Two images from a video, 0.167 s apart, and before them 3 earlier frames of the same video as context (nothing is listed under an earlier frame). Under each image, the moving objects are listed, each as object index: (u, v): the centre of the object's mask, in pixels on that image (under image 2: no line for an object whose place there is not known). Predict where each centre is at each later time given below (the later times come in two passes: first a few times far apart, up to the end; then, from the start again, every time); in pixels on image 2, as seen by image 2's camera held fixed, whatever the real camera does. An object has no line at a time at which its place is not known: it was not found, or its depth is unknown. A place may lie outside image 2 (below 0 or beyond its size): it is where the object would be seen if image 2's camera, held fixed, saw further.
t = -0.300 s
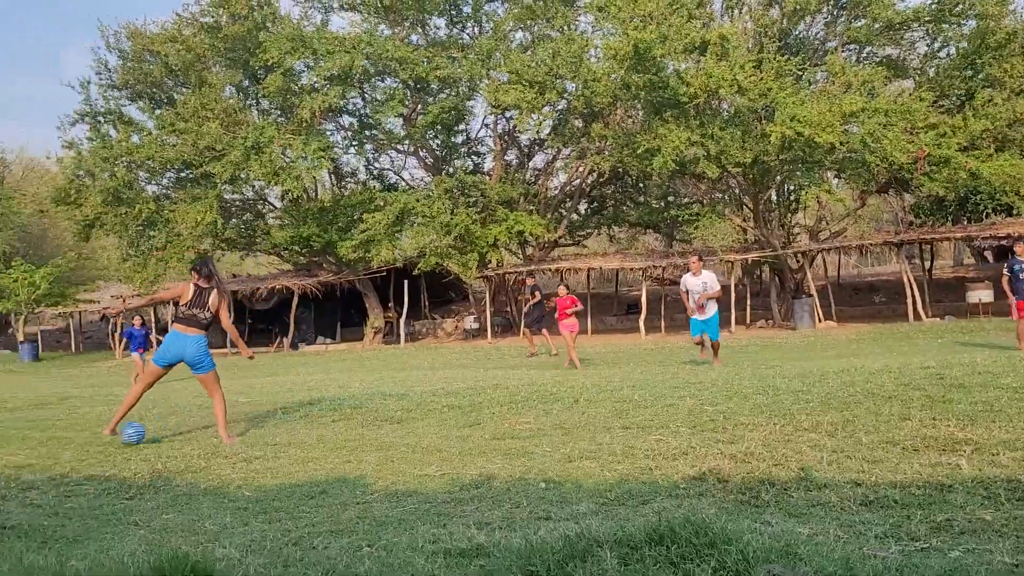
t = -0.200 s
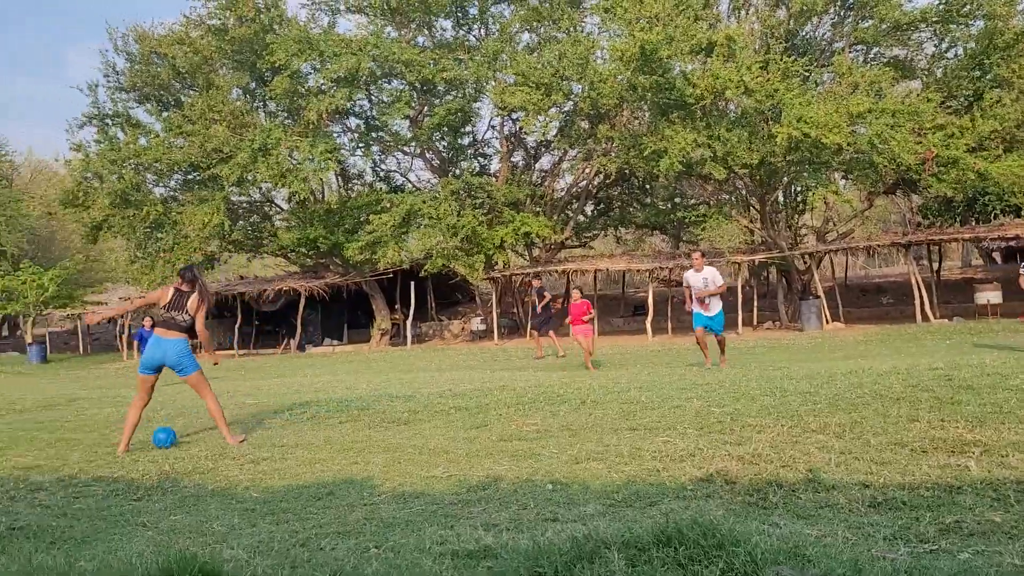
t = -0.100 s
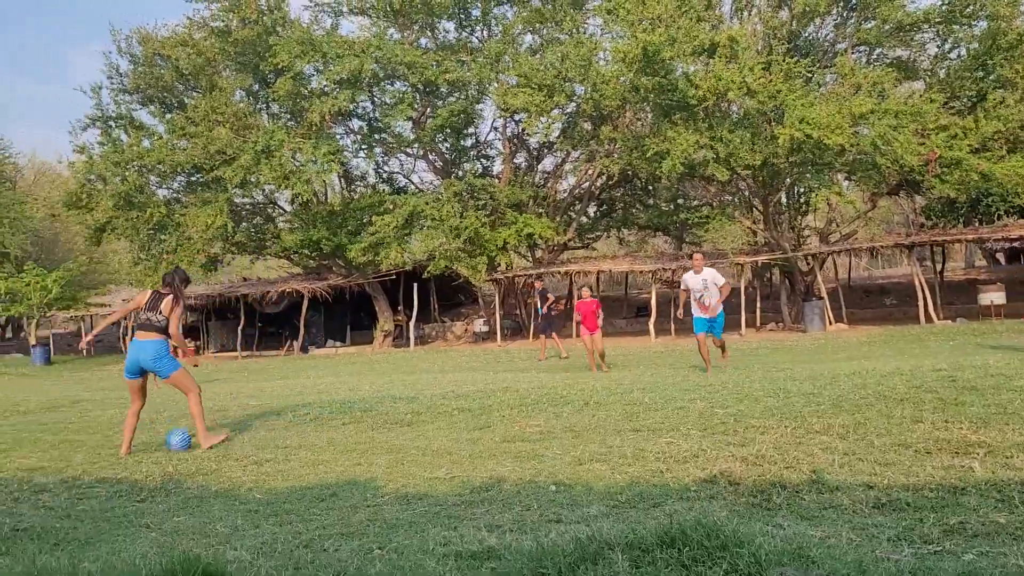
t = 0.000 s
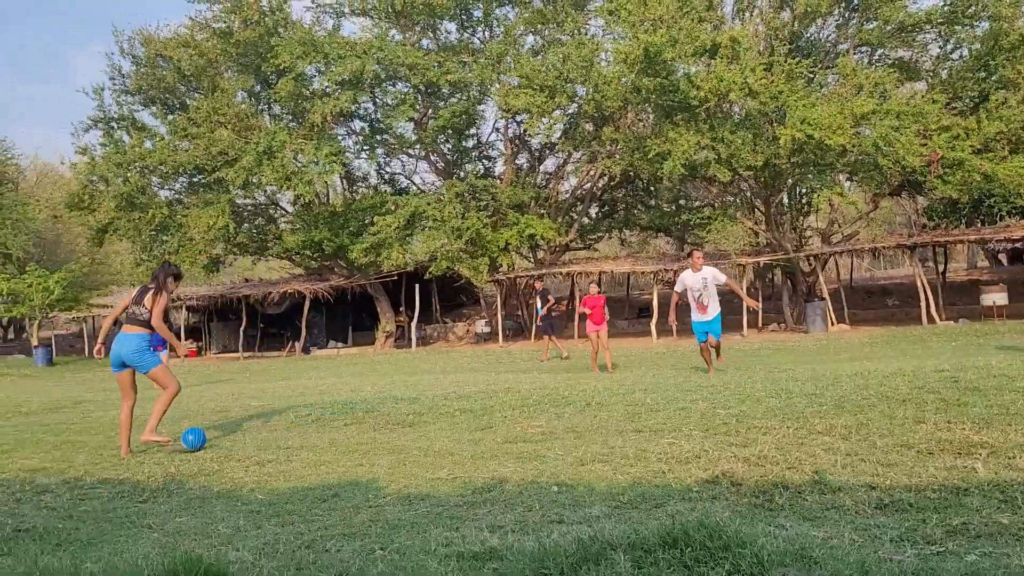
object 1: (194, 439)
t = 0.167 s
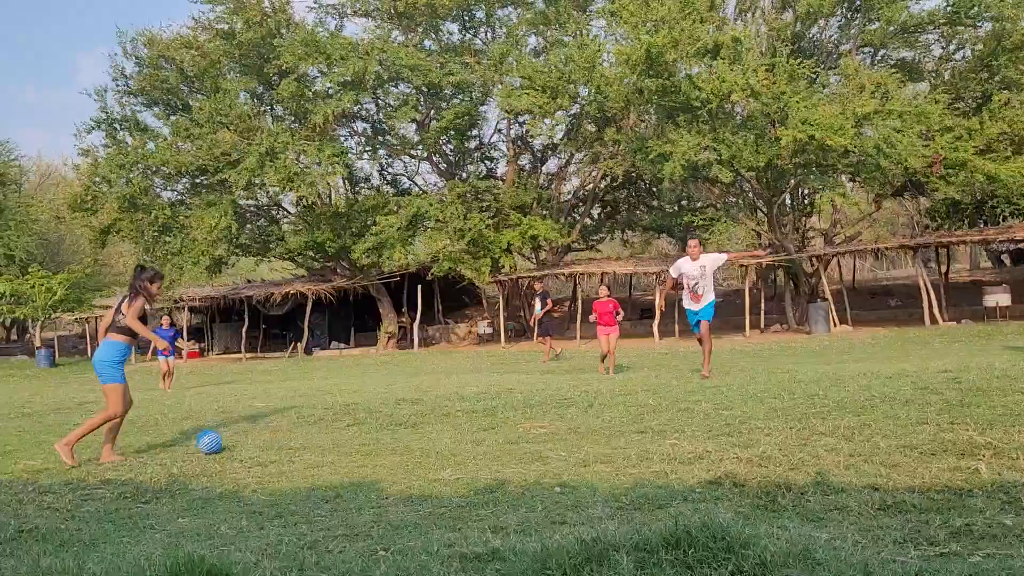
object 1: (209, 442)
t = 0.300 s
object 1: (219, 445)
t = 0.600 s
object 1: (237, 448)
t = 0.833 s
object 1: (245, 454)
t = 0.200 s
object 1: (212, 443)
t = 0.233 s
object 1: (215, 444)
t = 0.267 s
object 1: (217, 444)
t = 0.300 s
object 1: (219, 445)
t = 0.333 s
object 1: (221, 445)
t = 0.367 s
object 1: (224, 444)
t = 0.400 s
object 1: (226, 444)
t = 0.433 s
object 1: (227, 445)
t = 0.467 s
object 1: (229, 446)
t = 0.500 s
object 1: (231, 447)
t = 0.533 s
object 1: (233, 447)
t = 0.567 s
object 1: (235, 447)
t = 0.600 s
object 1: (237, 448)
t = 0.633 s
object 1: (239, 449)
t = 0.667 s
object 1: (241, 451)
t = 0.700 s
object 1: (241, 452)
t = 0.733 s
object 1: (243, 452)
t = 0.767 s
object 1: (244, 453)
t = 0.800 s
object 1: (245, 454)
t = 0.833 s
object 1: (245, 454)
